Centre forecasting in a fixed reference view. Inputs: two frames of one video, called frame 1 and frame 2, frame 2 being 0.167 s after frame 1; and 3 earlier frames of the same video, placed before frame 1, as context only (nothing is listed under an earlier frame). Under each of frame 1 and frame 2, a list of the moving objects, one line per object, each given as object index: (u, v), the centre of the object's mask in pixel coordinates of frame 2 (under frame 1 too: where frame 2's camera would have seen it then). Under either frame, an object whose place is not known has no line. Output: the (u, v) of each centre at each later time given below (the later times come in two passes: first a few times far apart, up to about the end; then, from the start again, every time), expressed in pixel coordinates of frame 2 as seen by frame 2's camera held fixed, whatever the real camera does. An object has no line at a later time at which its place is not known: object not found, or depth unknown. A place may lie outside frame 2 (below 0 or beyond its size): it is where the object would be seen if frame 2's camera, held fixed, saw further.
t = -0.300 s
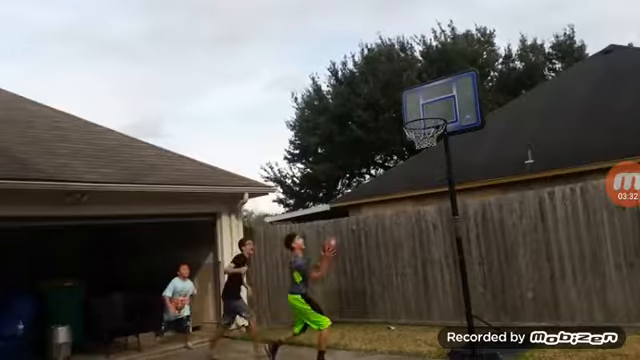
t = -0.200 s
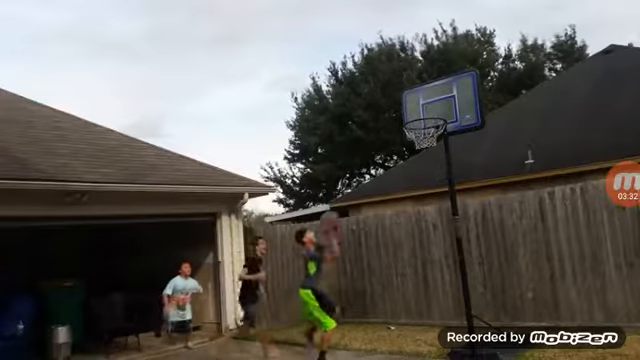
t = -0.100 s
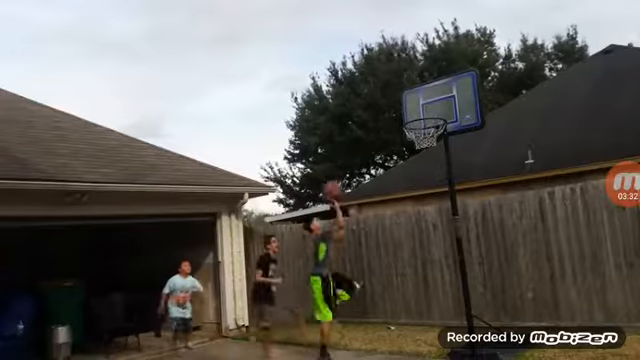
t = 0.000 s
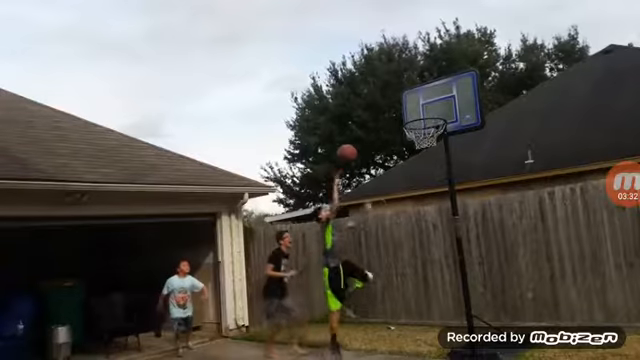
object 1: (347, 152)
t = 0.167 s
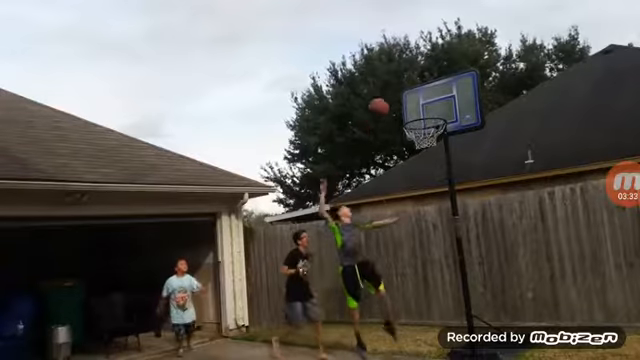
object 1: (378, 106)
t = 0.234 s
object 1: (391, 93)
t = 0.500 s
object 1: (427, 77)
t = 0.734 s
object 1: (450, 111)
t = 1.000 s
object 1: (497, 135)
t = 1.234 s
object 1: (542, 214)
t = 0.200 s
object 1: (385, 99)
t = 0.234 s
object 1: (391, 93)
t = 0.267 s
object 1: (398, 88)
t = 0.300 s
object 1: (403, 85)
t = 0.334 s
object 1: (411, 83)
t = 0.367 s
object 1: (417, 81)
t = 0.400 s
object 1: (419, 79)
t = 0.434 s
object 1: (424, 77)
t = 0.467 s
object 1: (424, 77)
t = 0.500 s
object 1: (427, 77)
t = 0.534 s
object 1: (431, 80)
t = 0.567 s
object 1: (433, 82)
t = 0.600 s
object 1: (437, 86)
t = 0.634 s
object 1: (440, 90)
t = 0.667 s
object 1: (442, 96)
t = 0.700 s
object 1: (447, 102)
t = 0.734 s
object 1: (450, 111)
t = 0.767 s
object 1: (457, 112)
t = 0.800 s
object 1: (462, 113)
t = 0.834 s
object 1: (468, 114)
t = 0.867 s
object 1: (475, 117)
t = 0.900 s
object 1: (480, 118)
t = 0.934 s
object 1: (484, 122)
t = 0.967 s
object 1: (492, 127)
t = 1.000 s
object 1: (497, 135)
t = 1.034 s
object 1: (500, 141)
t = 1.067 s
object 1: (507, 148)
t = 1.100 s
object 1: (515, 157)
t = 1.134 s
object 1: (522, 170)
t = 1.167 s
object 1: (529, 183)
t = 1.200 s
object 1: (534, 196)
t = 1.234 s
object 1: (542, 214)
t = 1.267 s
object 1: (550, 229)
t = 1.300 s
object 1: (559, 247)
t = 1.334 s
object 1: (567, 267)
